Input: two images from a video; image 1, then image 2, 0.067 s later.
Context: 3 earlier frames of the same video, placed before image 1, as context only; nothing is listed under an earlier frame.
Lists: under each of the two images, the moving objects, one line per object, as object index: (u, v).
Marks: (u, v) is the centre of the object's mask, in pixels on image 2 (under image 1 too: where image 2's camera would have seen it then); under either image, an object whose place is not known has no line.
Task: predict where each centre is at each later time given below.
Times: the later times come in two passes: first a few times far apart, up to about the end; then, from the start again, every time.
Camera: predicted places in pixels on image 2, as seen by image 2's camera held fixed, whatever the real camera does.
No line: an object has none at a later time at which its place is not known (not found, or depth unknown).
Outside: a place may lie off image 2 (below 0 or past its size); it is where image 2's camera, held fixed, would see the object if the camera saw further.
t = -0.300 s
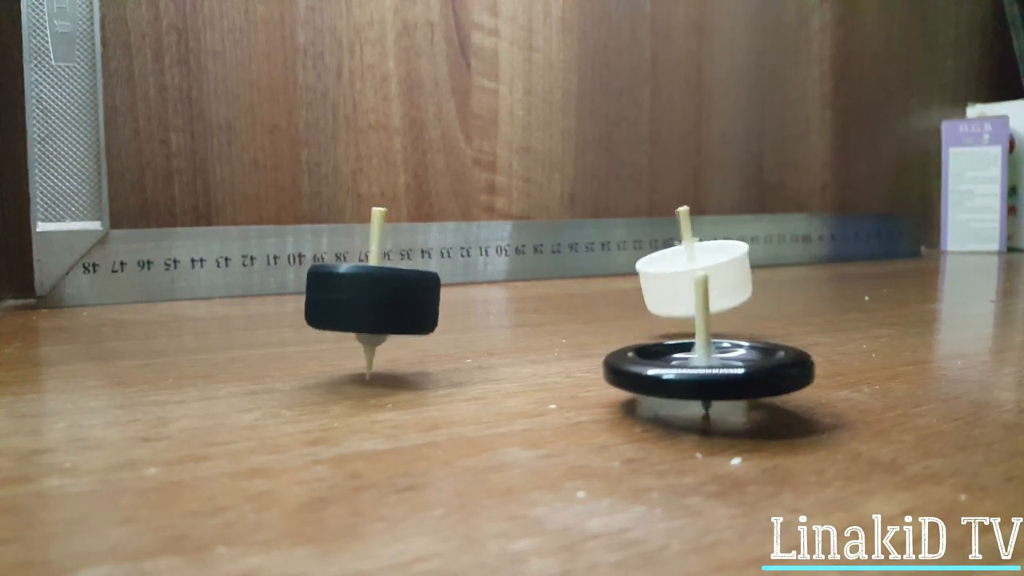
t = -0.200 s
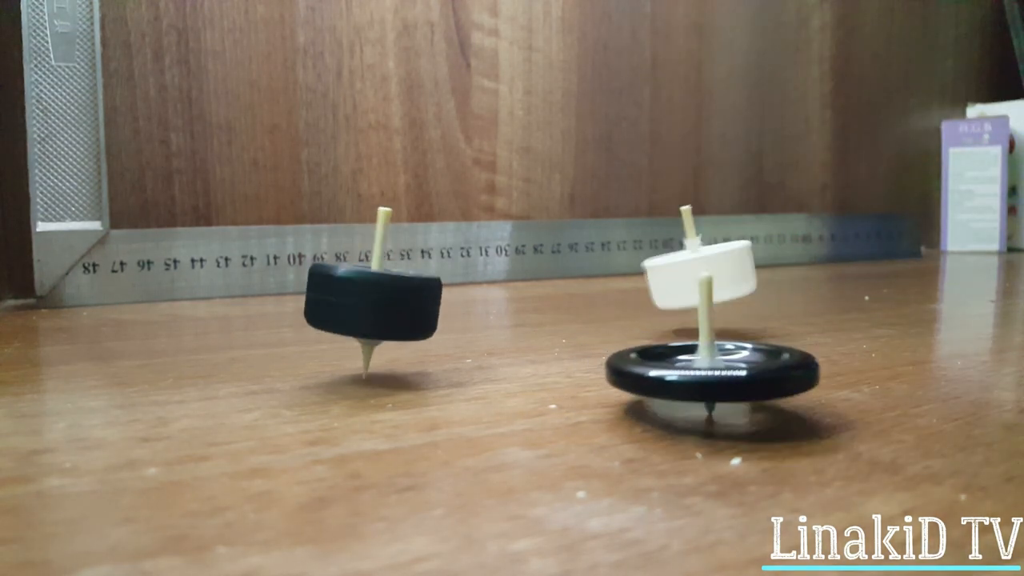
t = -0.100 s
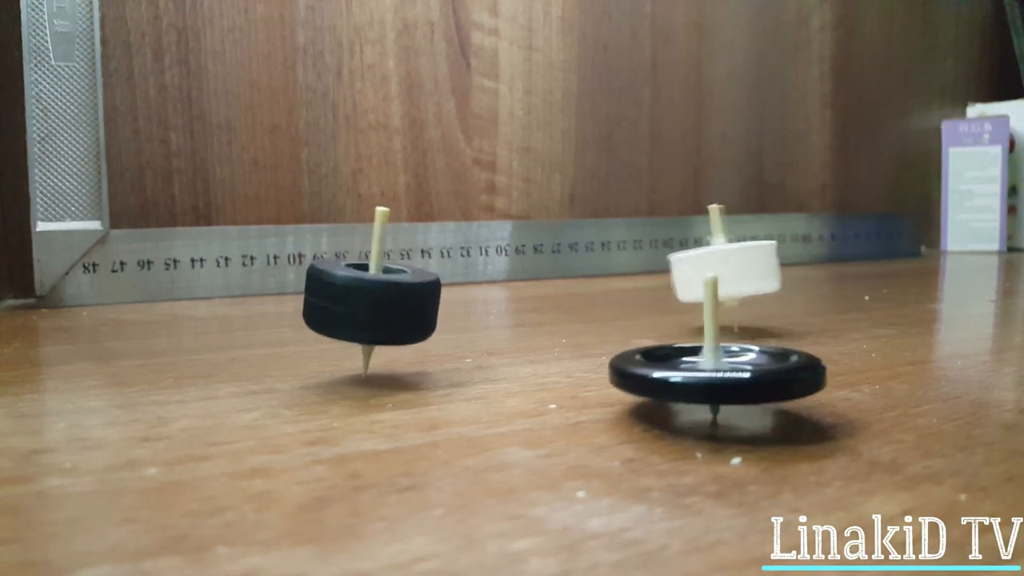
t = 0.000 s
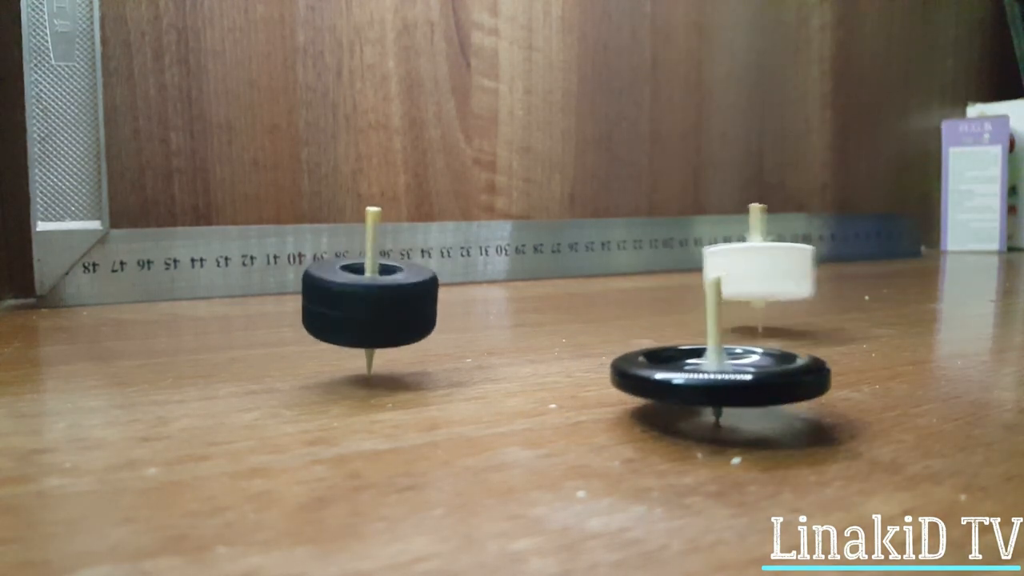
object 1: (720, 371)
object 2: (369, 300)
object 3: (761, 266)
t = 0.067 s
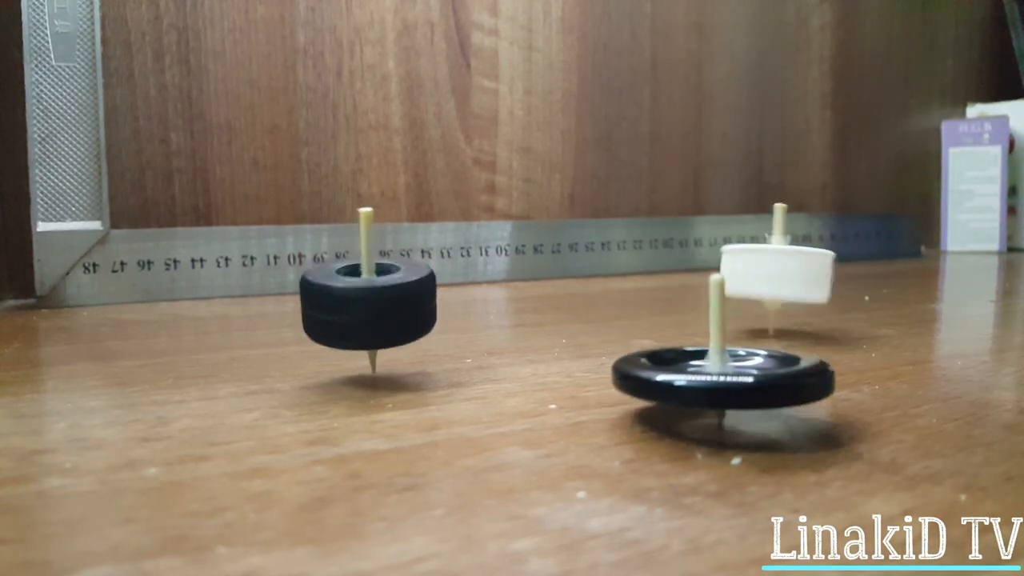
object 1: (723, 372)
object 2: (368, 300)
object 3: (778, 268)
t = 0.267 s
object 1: (722, 377)
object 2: (366, 300)
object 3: (771, 271)
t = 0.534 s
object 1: (714, 382)
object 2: (373, 298)
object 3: (771, 271)
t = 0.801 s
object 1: (694, 383)
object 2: (373, 301)
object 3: (792, 272)
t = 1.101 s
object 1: (683, 382)
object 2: (369, 300)
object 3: (806, 273)
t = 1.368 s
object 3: (791, 274)
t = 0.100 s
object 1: (724, 373)
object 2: (367, 300)
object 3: (781, 270)
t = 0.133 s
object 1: (724, 374)
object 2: (367, 300)
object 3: (782, 271)
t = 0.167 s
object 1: (724, 374)
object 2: (366, 300)
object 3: (781, 271)
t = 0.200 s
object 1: (724, 375)
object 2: (366, 300)
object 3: (778, 271)
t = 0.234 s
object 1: (723, 377)
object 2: (366, 300)
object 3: (775, 271)
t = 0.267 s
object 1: (722, 377)
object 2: (366, 300)
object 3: (771, 271)
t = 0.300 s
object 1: (721, 378)
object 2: (367, 300)
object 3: (768, 271)
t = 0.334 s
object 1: (721, 378)
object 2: (367, 299)
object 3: (766, 271)
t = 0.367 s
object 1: (721, 379)
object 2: (368, 299)
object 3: (766, 271)
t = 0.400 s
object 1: (720, 380)
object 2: (368, 298)
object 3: (766, 271)
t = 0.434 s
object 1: (720, 381)
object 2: (369, 298)
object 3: (767, 271)
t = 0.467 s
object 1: (718, 381)
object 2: (370, 298)
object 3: (768, 271)
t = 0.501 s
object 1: (717, 382)
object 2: (372, 298)
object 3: (769, 271)
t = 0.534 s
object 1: (714, 382)
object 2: (373, 298)
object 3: (771, 271)
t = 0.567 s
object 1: (711, 382)
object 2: (374, 298)
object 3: (773, 271)
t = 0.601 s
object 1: (710, 382)
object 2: (375, 299)
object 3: (774, 271)
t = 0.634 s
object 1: (707, 382)
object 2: (375, 300)
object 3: (777, 271)
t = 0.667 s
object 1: (705, 384)
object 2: (376, 300)
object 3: (781, 271)
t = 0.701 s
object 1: (702, 383)
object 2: (376, 300)
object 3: (784, 271)
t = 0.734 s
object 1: (699, 384)
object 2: (375, 300)
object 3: (787, 272)
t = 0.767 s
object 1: (697, 383)
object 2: (374, 301)
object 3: (790, 272)
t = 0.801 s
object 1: (694, 383)
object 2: (373, 301)
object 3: (792, 272)
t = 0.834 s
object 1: (692, 383)
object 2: (372, 301)
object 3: (795, 272)
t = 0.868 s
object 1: (689, 383)
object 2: (371, 301)
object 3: (797, 272)
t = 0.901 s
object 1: (687, 383)
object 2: (370, 301)
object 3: (800, 272)
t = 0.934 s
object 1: (686, 382)
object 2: (369, 301)
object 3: (801, 272)
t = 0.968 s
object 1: (686, 382)
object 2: (368, 301)
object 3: (802, 272)
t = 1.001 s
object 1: (686, 383)
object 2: (368, 301)
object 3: (804, 272)
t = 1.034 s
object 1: (685, 383)
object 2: (368, 301)
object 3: (805, 273)
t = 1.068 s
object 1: (684, 383)
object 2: (369, 300)
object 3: (806, 273)
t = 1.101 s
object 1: (683, 382)
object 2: (369, 300)
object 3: (806, 273)
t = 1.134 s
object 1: (681, 382)
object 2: (369, 300)
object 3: (805, 273)
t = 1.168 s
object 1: (681, 381)
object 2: (370, 300)
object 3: (804, 274)
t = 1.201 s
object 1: (681, 381)
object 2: (370, 300)
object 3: (803, 274)
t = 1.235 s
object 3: (800, 274)
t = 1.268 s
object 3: (799, 274)
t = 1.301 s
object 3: (796, 274)
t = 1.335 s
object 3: (794, 275)
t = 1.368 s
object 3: (791, 274)
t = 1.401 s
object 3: (790, 274)
